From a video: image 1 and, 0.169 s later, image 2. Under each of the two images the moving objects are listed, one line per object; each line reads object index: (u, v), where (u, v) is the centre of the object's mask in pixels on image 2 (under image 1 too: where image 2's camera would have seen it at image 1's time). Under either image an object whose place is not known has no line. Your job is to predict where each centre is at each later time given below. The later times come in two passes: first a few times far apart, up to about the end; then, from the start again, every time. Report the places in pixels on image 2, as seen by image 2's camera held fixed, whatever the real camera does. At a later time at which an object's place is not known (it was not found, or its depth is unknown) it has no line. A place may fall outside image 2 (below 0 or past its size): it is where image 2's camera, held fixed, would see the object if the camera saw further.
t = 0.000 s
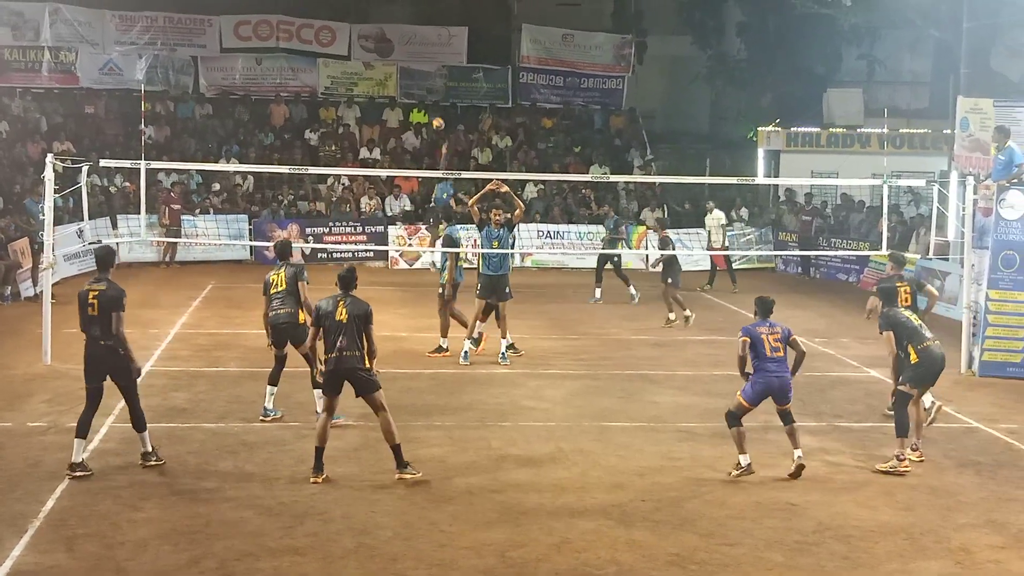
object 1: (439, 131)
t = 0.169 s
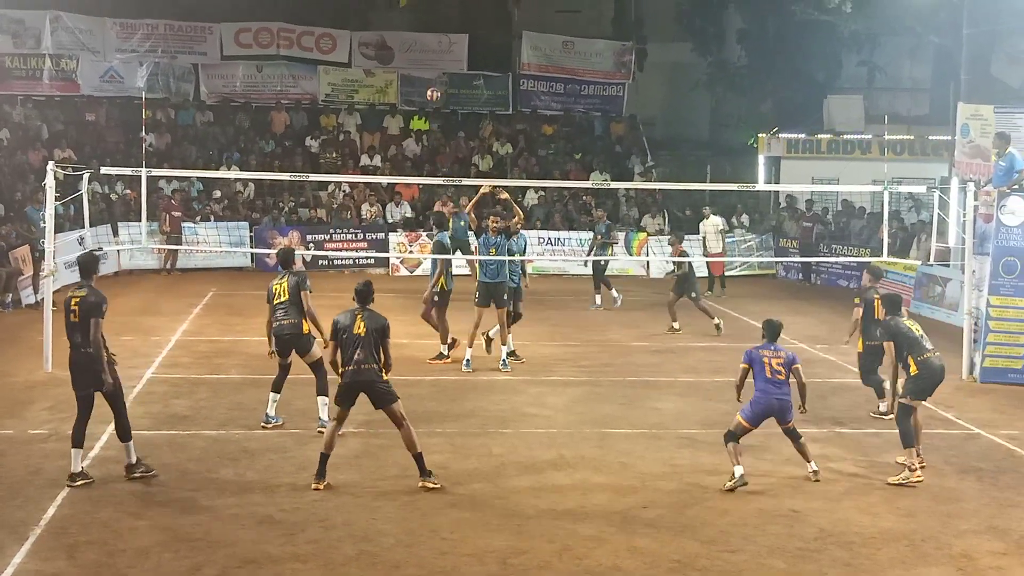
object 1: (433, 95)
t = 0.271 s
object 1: (430, 80)
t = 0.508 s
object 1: (415, 68)
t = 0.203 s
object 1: (432, 89)
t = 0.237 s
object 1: (431, 84)
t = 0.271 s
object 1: (430, 80)
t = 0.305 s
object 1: (428, 76)
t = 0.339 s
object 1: (426, 73)
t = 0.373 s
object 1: (424, 71)
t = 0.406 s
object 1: (422, 69)
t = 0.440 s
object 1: (420, 69)
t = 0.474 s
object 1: (418, 68)
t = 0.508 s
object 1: (415, 68)
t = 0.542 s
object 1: (412, 70)
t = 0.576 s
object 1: (409, 72)
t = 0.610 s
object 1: (406, 75)
